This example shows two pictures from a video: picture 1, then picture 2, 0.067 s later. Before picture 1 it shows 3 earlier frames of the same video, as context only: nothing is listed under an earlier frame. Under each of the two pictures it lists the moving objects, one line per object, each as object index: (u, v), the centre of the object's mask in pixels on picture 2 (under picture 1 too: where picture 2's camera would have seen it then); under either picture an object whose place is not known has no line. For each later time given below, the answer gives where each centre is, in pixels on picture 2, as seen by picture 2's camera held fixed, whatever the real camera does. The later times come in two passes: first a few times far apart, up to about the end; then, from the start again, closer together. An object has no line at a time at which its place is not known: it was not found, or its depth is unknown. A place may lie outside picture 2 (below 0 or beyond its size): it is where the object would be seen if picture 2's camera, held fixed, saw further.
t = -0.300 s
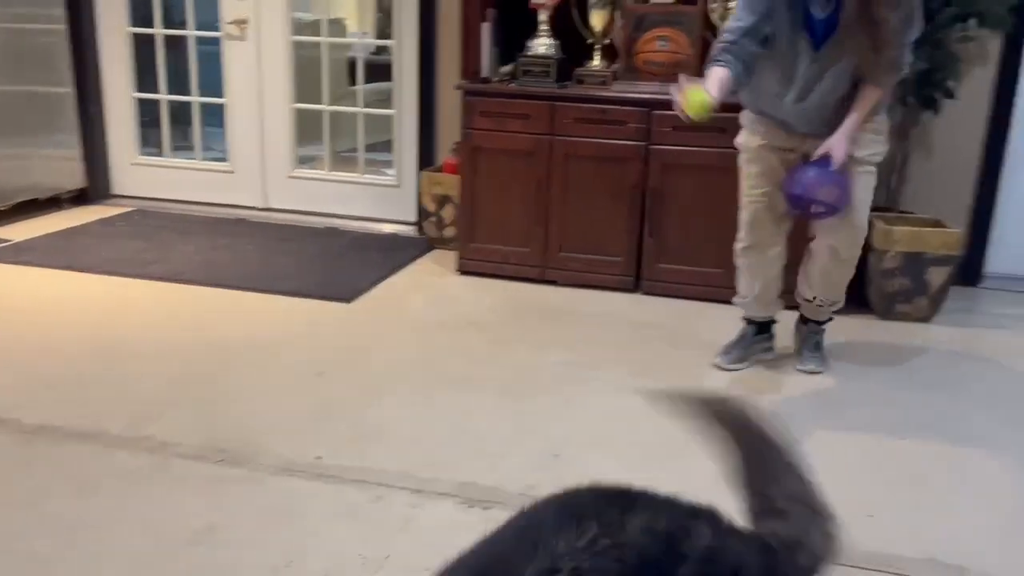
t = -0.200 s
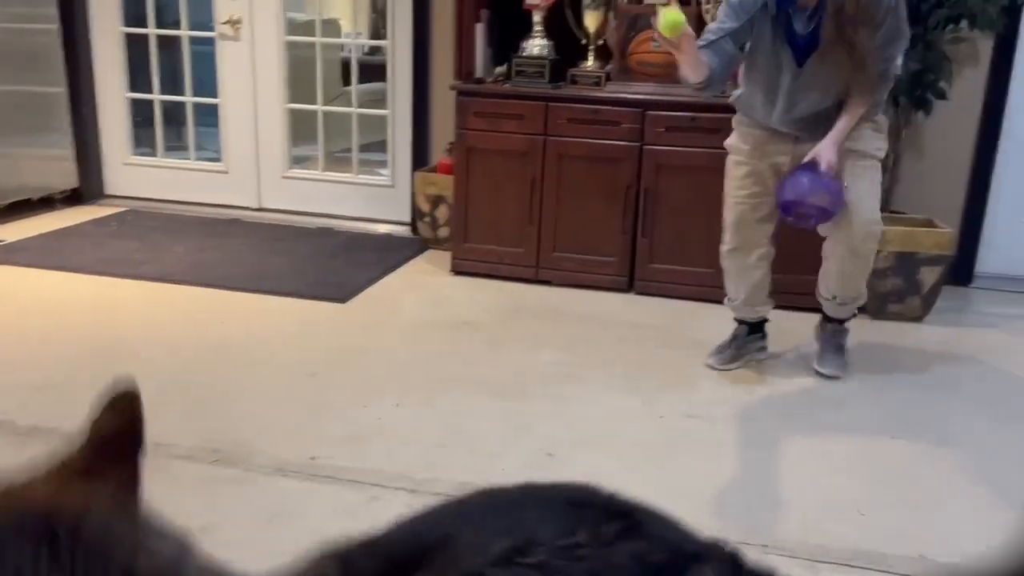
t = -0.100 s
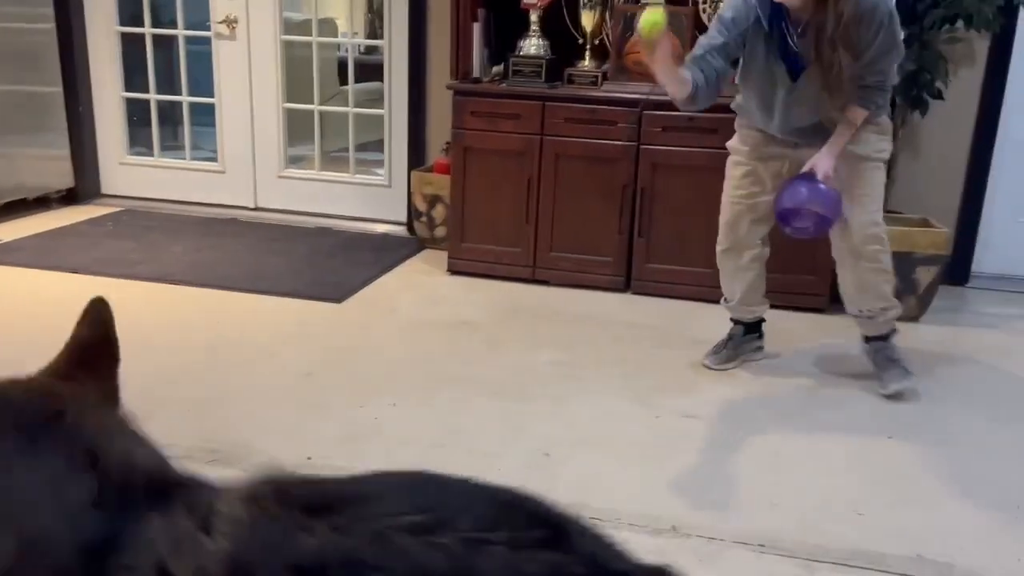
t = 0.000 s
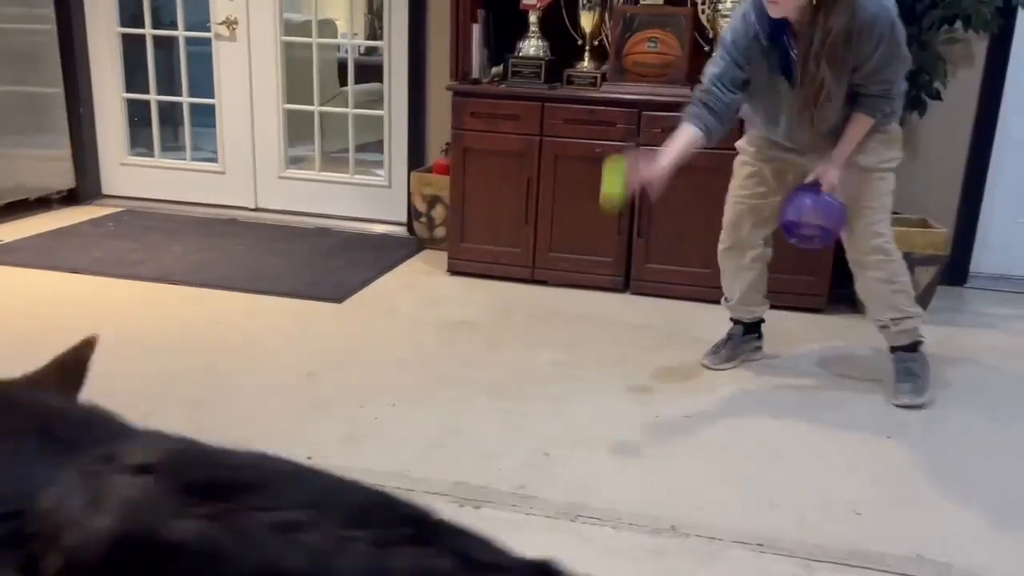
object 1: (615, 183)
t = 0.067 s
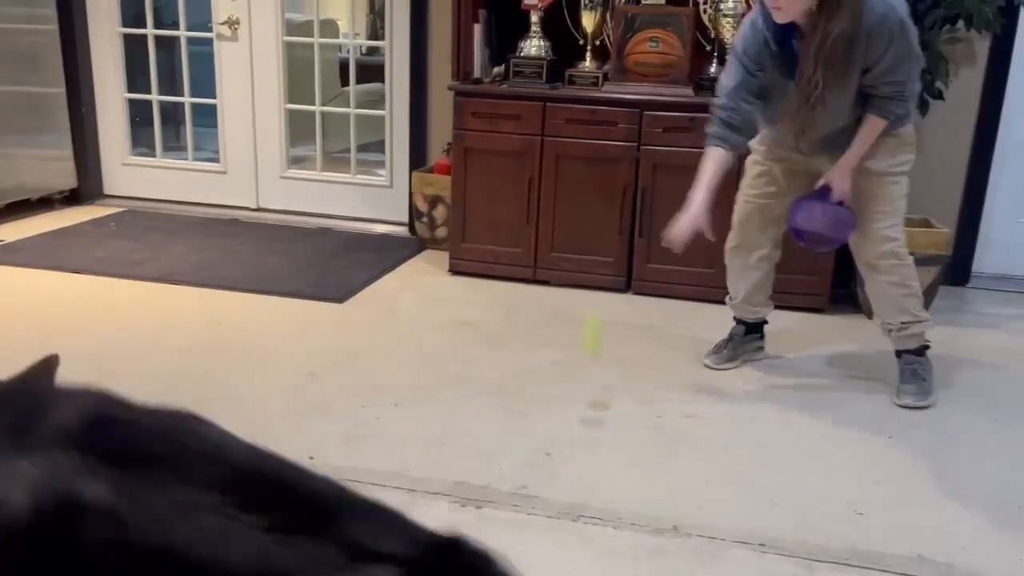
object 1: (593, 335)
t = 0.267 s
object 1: (589, 185)
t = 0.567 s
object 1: (585, 35)
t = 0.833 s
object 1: (563, 203)
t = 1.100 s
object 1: (547, 287)
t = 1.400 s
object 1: (535, 247)
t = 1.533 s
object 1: (526, 324)
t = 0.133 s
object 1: (585, 349)
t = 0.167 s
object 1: (587, 302)
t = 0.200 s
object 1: (587, 262)
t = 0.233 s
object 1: (588, 222)
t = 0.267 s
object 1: (589, 185)
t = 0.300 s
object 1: (589, 152)
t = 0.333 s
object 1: (590, 122)
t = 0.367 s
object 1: (590, 97)
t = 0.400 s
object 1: (590, 74)
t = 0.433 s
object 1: (590, 57)
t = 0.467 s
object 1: (589, 44)
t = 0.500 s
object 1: (588, 37)
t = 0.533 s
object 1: (586, 34)
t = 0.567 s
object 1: (585, 35)
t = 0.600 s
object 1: (583, 41)
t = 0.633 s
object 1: (580, 51)
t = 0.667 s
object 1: (578, 67)
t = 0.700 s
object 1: (575, 86)
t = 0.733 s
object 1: (572, 110)
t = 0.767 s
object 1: (569, 137)
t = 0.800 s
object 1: (566, 168)
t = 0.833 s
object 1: (563, 203)
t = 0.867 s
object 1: (559, 240)
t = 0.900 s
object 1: (555, 278)
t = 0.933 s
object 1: (553, 324)
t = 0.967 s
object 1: (549, 372)
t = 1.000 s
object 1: (548, 371)
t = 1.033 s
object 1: (547, 340)
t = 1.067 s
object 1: (547, 312)
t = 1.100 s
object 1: (547, 287)
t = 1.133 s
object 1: (546, 269)
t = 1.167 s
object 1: (545, 253)
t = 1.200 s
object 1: (544, 240)
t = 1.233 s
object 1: (544, 232)
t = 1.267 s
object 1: (542, 228)
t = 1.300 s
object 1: (541, 227)
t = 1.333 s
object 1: (539, 230)
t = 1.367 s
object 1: (537, 236)
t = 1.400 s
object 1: (535, 247)
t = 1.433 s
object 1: (534, 261)
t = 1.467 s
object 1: (531, 277)
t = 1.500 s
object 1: (529, 300)
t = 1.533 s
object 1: (526, 324)
